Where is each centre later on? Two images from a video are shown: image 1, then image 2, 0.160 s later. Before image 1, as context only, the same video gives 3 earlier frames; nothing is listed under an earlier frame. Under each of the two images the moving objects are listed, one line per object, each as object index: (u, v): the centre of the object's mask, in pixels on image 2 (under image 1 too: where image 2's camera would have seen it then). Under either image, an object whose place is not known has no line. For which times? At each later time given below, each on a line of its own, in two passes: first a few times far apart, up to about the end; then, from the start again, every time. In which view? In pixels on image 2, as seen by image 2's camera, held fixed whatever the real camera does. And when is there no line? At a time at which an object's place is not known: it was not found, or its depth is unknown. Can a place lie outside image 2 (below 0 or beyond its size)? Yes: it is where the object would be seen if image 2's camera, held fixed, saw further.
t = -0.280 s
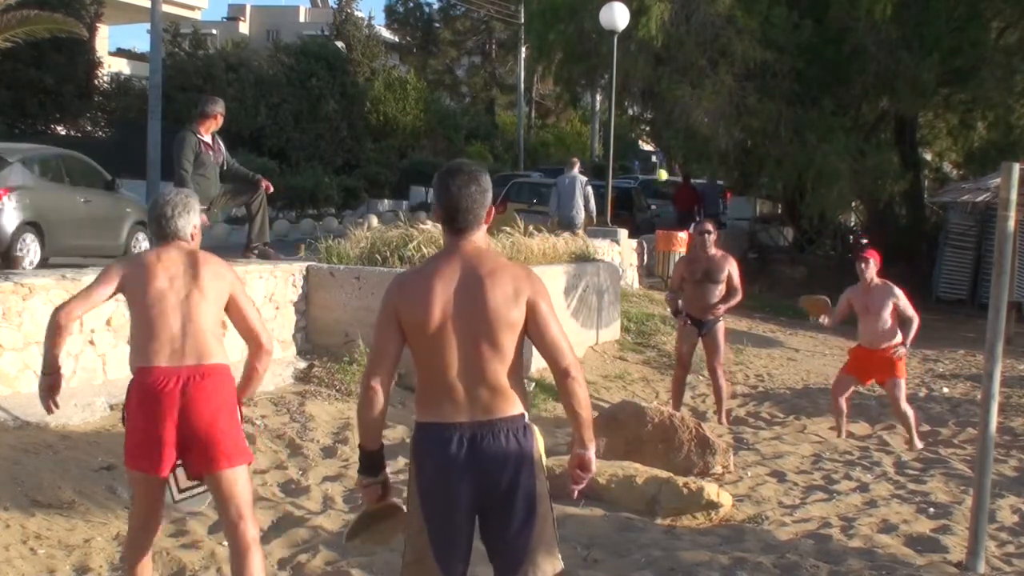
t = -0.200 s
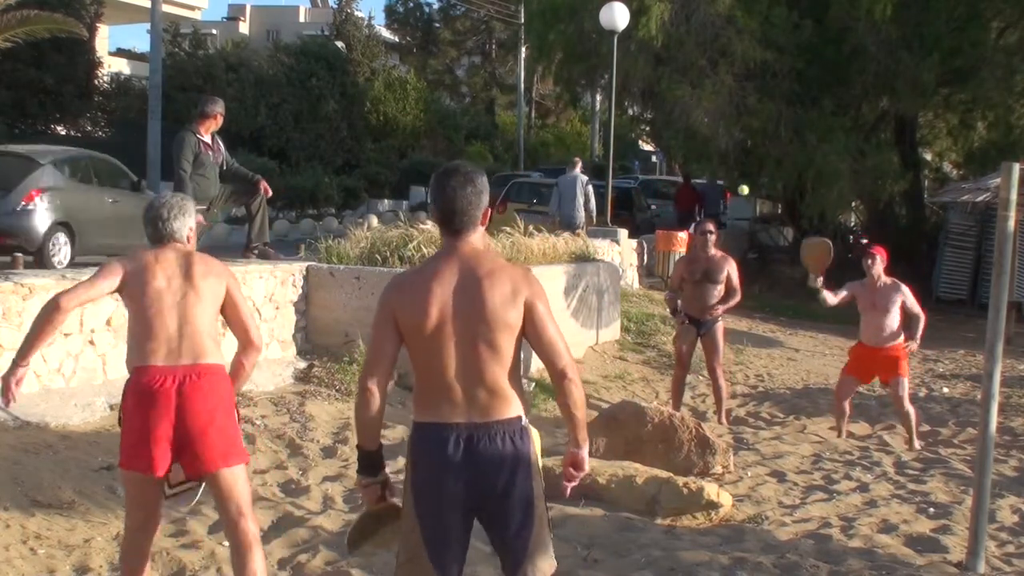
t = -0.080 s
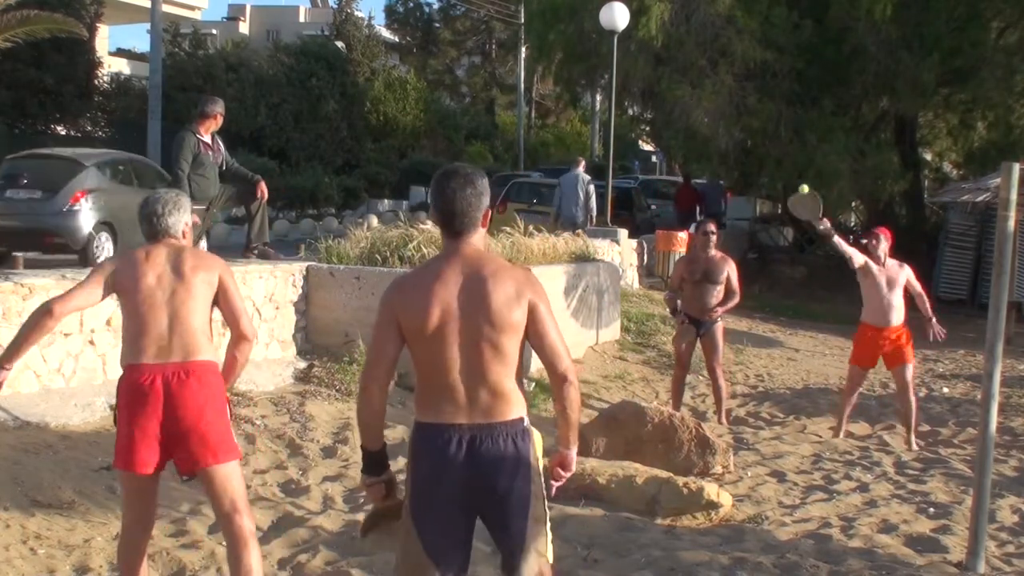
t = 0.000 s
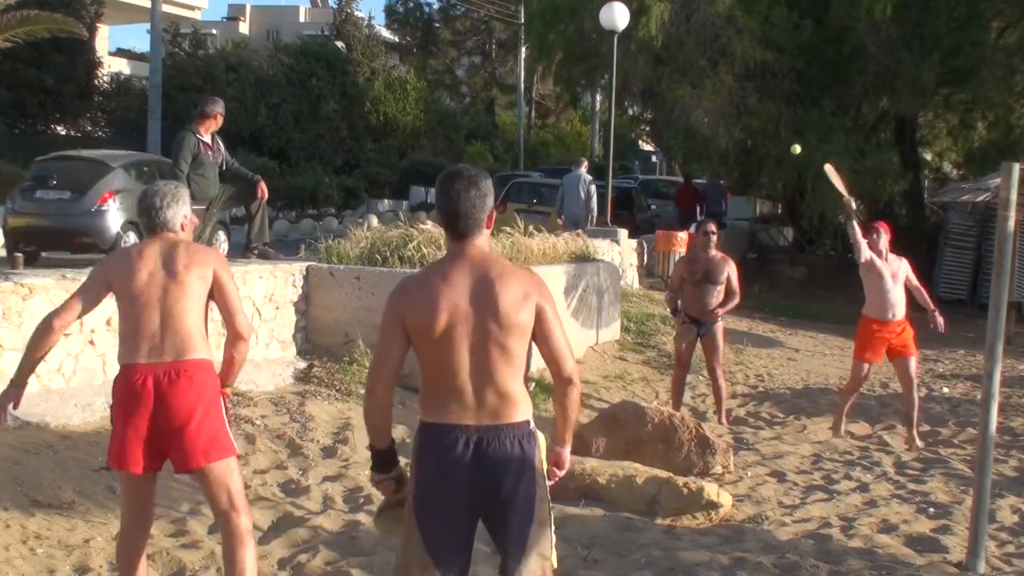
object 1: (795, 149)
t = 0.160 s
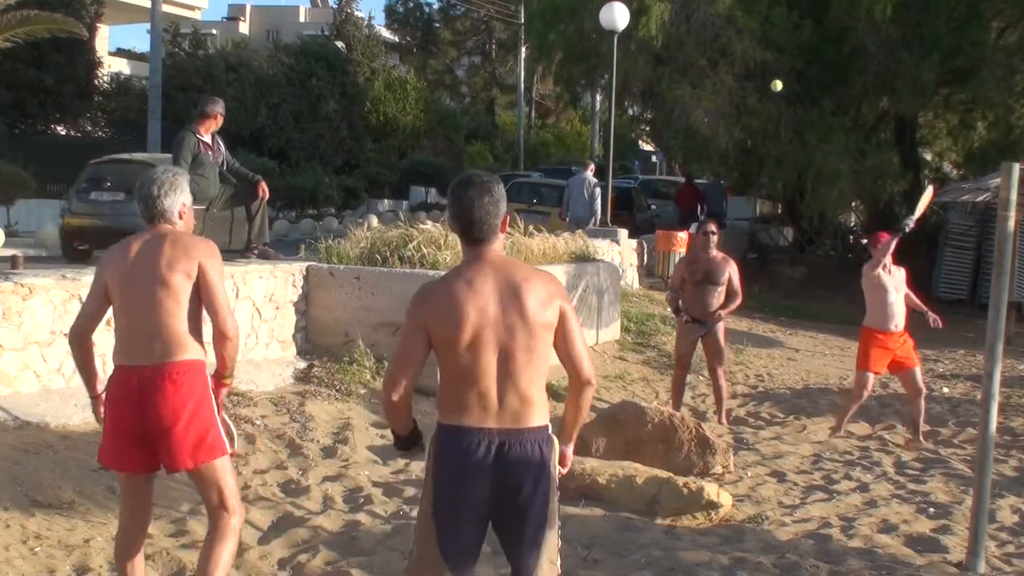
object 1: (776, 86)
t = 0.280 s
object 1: (758, 57)
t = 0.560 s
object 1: (691, 93)
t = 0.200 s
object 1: (770, 74)
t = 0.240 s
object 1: (764, 64)
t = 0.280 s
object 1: (758, 57)
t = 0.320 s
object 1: (750, 52)
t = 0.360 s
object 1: (742, 49)
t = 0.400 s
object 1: (734, 50)
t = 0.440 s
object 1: (725, 54)
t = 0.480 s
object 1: (714, 62)
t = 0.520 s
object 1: (703, 75)
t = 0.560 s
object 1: (691, 93)
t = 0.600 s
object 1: (677, 117)
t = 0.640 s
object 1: (662, 148)
